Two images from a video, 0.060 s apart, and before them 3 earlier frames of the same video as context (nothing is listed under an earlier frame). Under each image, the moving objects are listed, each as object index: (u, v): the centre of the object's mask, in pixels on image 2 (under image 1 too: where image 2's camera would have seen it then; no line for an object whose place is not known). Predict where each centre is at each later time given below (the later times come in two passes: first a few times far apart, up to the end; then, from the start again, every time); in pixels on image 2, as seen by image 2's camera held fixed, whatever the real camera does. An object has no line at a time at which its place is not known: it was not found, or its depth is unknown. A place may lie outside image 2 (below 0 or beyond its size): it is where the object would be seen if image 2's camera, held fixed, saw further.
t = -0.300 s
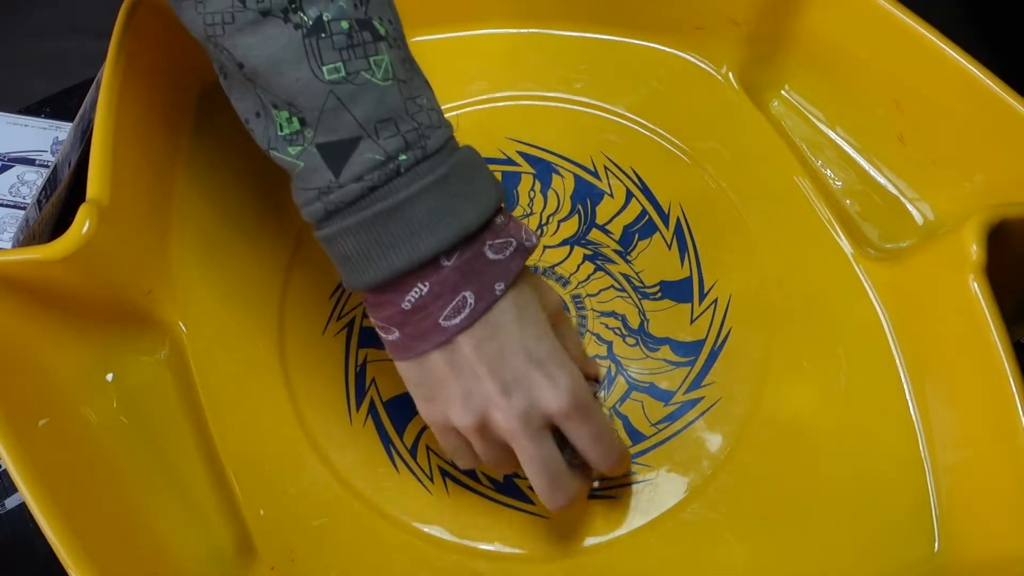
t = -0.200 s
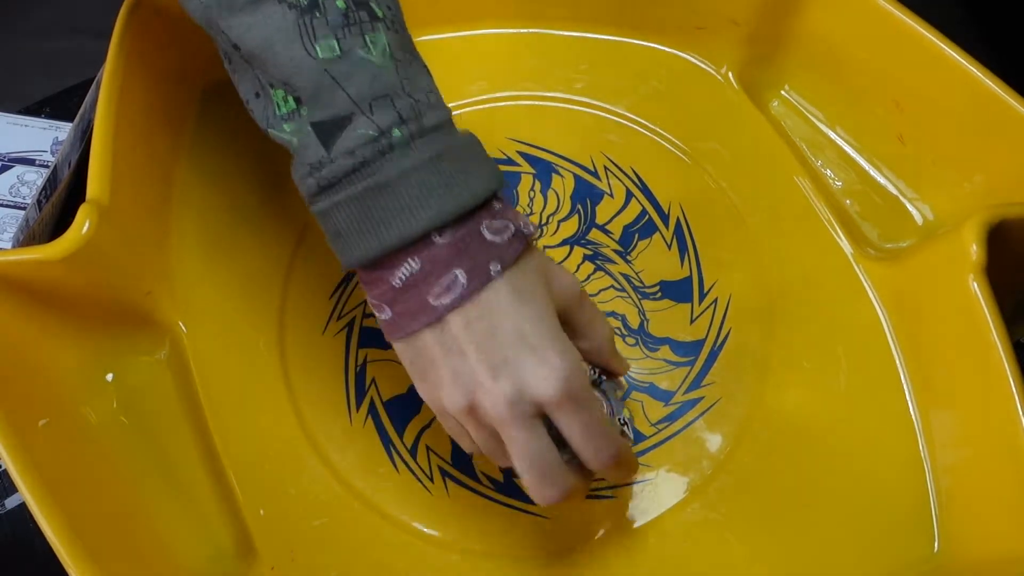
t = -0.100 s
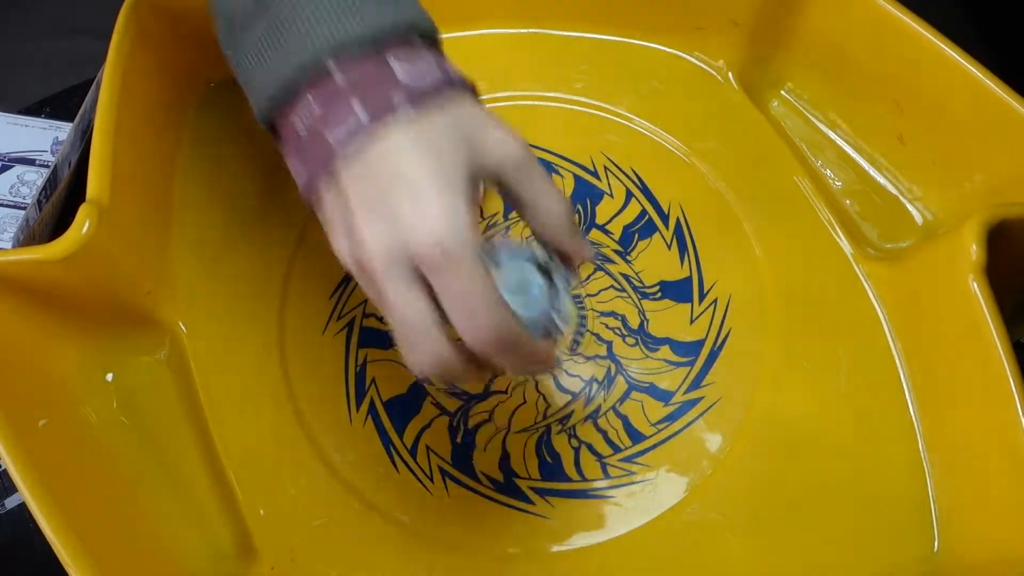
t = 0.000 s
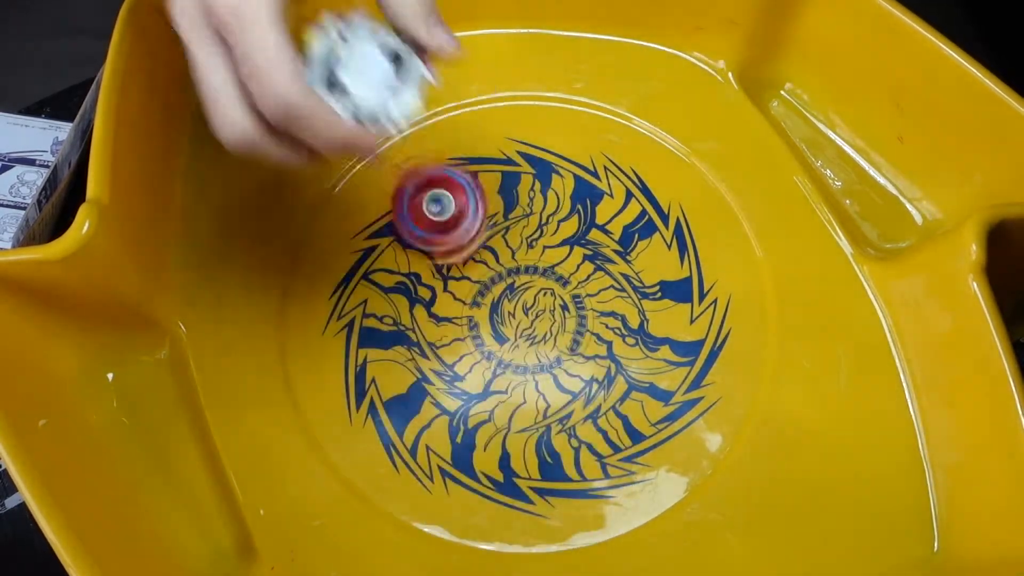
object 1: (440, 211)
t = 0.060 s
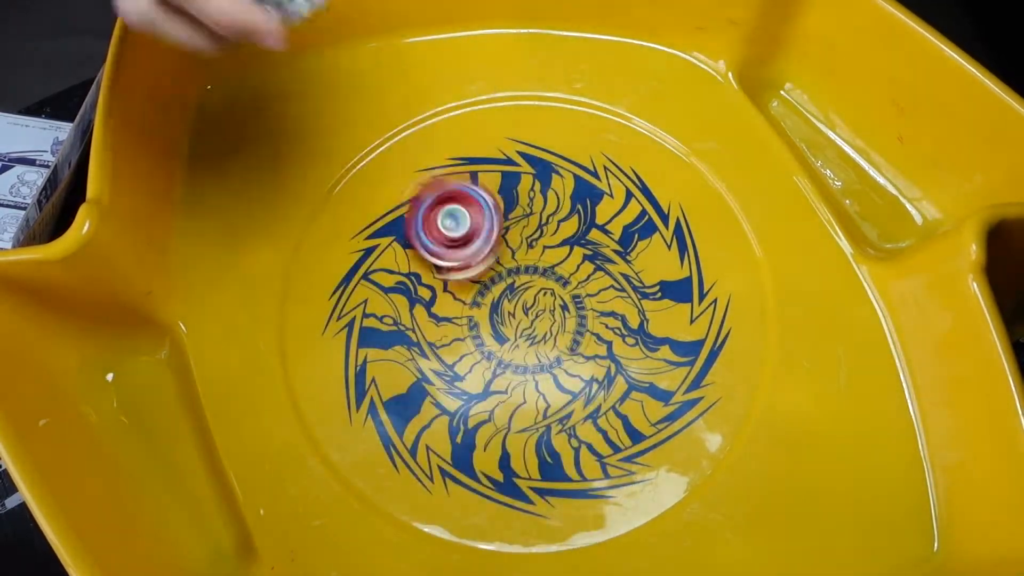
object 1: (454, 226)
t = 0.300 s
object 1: (518, 273)
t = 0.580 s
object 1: (583, 341)
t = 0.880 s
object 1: (626, 414)
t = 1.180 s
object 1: (642, 401)
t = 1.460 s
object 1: (552, 357)
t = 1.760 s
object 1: (469, 311)
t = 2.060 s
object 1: (412, 260)
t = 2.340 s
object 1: (407, 260)
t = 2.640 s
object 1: (497, 258)
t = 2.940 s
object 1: (582, 251)
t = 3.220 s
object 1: (641, 242)
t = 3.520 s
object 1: (596, 269)
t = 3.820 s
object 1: (539, 334)
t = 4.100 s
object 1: (481, 387)
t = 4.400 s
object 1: (465, 431)
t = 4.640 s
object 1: (491, 373)
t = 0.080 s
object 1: (461, 229)
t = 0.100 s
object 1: (464, 232)
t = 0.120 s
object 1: (470, 241)
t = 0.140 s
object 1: (480, 243)
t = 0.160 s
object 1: (483, 243)
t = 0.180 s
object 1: (486, 248)
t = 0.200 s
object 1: (493, 254)
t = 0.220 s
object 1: (499, 256)
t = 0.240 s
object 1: (503, 261)
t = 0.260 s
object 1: (510, 267)
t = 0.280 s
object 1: (518, 268)
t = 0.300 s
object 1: (518, 273)
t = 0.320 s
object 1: (526, 283)
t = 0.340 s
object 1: (535, 283)
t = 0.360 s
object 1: (535, 287)
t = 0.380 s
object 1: (538, 295)
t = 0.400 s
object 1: (547, 297)
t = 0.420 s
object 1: (549, 300)
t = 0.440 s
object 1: (551, 307)
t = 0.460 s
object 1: (560, 311)
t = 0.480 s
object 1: (562, 313)
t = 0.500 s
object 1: (564, 320)
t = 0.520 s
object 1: (572, 326)
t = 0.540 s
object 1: (574, 327)
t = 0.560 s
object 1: (575, 334)
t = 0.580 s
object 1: (583, 341)
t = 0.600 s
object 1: (585, 342)
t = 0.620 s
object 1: (585, 349)
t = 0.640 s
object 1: (592, 355)
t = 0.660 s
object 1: (595, 357)
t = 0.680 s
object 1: (593, 364)
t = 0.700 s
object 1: (600, 371)
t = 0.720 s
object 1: (604, 372)
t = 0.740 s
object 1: (603, 378)
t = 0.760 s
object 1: (608, 385)
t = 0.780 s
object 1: (615, 387)
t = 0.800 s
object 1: (611, 394)
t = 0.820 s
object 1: (617, 400)
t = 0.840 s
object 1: (623, 402)
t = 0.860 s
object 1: (619, 408)
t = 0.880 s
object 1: (626, 414)
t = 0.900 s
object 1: (630, 414)
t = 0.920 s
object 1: (629, 420)
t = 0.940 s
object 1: (637, 425)
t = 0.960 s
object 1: (640, 423)
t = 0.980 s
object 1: (641, 428)
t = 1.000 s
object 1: (648, 429)
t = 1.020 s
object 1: (653, 425)
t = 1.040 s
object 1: (652, 427)
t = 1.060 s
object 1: (656, 425)
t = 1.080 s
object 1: (655, 418)
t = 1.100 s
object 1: (652, 418)
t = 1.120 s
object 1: (653, 415)
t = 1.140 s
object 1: (648, 408)
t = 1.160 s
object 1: (644, 408)
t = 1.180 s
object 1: (642, 401)
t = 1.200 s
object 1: (633, 395)
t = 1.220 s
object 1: (627, 392)
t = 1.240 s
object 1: (624, 387)
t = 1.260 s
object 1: (613, 383)
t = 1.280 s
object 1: (608, 380)
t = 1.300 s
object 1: (603, 376)
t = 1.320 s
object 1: (594, 373)
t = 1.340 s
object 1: (589, 372)
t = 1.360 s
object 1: (582, 367)
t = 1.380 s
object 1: (574, 368)
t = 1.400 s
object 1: (570, 365)
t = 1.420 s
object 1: (563, 359)
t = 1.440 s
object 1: (555, 360)
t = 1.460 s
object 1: (552, 357)
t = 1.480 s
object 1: (545, 351)
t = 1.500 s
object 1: (537, 351)
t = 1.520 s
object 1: (531, 347)
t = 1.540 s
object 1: (525, 343)
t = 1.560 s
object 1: (520, 343)
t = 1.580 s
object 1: (516, 339)
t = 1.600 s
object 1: (509, 333)
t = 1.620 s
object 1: (504, 334)
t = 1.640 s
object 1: (498, 330)
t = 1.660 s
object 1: (491, 328)
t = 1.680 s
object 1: (488, 325)
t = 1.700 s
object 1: (481, 321)
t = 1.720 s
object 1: (476, 320)
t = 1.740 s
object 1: (473, 315)
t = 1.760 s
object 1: (469, 311)
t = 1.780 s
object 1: (463, 311)
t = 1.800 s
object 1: (461, 305)
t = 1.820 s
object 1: (455, 301)
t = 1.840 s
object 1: (452, 299)
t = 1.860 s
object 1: (450, 295)
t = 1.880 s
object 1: (444, 292)
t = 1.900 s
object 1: (442, 288)
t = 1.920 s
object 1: (438, 283)
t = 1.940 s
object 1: (432, 281)
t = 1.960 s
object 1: (431, 277)
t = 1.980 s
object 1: (427, 272)
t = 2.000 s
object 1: (422, 270)
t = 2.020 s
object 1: (420, 265)
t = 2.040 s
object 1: (414, 262)
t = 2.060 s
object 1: (412, 260)
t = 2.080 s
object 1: (409, 255)
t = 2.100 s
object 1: (404, 253)
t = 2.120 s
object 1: (401, 252)
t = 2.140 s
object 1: (397, 248)
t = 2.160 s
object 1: (394, 249)
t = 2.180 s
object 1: (393, 249)
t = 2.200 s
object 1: (391, 250)
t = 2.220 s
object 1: (391, 251)
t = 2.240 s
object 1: (393, 252)
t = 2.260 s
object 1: (392, 253)
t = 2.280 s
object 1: (395, 255)
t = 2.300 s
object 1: (398, 256)
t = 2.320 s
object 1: (401, 258)
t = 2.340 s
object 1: (407, 260)
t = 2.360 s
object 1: (410, 260)
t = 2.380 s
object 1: (416, 262)
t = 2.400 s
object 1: (422, 262)
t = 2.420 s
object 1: (428, 263)
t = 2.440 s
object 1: (436, 264)
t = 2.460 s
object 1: (442, 263)
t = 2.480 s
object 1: (446, 264)
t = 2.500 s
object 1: (454, 263)
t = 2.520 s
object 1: (461, 261)
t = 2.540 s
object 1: (465, 262)
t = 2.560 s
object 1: (473, 260)
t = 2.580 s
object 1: (478, 258)
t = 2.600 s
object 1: (485, 259)
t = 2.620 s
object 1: (491, 257)
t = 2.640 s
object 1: (497, 258)
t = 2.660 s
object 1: (504, 258)
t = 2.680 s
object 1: (508, 255)
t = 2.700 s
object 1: (514, 256)
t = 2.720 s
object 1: (522, 255)
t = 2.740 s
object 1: (525, 256)
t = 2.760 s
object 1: (533, 256)
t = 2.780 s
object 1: (540, 254)
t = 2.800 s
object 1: (544, 256)
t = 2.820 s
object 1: (552, 255)
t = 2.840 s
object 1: (556, 254)
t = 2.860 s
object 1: (561, 256)
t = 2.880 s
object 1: (567, 253)
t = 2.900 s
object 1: (571, 254)
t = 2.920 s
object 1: (578, 254)
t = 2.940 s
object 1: (582, 251)
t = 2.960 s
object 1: (587, 253)
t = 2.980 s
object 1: (593, 252)
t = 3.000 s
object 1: (594, 253)
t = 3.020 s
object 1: (602, 253)
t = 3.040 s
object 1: (605, 251)
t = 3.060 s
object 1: (611, 253)
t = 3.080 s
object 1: (618, 251)
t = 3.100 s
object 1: (620, 250)
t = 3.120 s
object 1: (626, 249)
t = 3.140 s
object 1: (628, 247)
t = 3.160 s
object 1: (634, 248)
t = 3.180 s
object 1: (639, 244)
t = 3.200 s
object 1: (639, 242)
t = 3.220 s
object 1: (641, 242)
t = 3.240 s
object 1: (640, 237)
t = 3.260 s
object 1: (638, 239)
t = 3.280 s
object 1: (639, 236)
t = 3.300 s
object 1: (636, 236)
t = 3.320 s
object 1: (634, 237)
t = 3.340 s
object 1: (630, 236)
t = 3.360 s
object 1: (627, 240)
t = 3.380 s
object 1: (625, 239)
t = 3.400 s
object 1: (619, 242)
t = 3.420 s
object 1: (616, 246)
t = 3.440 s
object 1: (609, 248)
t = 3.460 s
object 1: (605, 255)
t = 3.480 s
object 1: (603, 257)
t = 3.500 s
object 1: (596, 263)
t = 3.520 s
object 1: (596, 269)
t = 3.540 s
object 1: (589, 270)
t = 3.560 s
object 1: (588, 278)
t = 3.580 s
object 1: (584, 279)
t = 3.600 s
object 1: (578, 286)
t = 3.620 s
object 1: (578, 289)
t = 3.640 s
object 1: (571, 294)
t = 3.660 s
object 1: (568, 300)
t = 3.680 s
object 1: (566, 303)
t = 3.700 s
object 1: (561, 309)
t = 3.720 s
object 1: (558, 314)
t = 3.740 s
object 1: (552, 316)
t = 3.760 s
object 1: (549, 323)
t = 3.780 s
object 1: (545, 326)
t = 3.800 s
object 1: (541, 331)
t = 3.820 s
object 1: (539, 334)
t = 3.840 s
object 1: (534, 337)
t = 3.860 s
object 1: (530, 345)
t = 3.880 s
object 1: (525, 346)
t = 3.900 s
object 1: (520, 351)
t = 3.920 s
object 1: (520, 354)
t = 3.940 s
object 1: (512, 357)
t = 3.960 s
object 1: (510, 362)
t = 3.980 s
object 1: (504, 364)
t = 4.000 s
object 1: (499, 369)
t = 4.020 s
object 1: (497, 370)
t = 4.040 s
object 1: (492, 374)
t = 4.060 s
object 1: (489, 379)
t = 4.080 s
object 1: (484, 380)
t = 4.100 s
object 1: (481, 387)
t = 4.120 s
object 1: (478, 387)
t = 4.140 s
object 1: (472, 392)
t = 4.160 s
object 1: (470, 395)
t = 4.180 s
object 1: (466, 397)
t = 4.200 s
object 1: (462, 403)
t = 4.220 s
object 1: (460, 403)
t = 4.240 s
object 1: (456, 411)
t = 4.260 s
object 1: (456, 413)
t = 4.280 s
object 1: (452, 417)
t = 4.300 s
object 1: (454, 424)
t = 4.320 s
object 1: (453, 423)
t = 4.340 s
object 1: (455, 430)
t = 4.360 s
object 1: (458, 429)
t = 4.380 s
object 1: (460, 434)
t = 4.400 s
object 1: (465, 431)
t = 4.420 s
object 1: (467, 429)
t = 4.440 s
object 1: (472, 427)
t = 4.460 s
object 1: (474, 421)
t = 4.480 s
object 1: (480, 421)
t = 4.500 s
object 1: (483, 411)
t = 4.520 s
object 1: (486, 410)
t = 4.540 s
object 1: (489, 401)
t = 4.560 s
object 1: (488, 397)
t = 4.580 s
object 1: (491, 390)
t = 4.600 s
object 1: (490, 386)
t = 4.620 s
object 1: (492, 381)
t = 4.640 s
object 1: (491, 373)
